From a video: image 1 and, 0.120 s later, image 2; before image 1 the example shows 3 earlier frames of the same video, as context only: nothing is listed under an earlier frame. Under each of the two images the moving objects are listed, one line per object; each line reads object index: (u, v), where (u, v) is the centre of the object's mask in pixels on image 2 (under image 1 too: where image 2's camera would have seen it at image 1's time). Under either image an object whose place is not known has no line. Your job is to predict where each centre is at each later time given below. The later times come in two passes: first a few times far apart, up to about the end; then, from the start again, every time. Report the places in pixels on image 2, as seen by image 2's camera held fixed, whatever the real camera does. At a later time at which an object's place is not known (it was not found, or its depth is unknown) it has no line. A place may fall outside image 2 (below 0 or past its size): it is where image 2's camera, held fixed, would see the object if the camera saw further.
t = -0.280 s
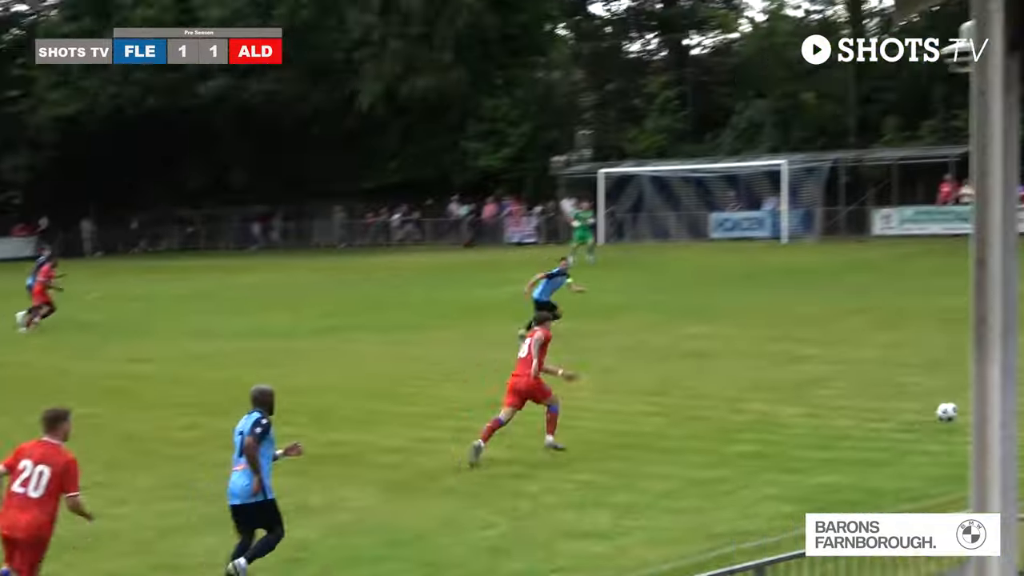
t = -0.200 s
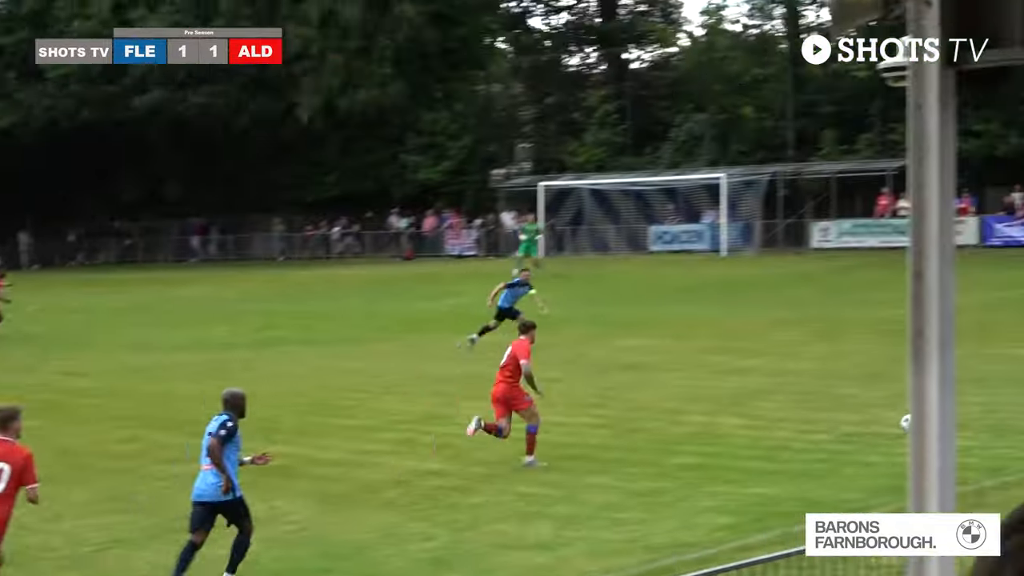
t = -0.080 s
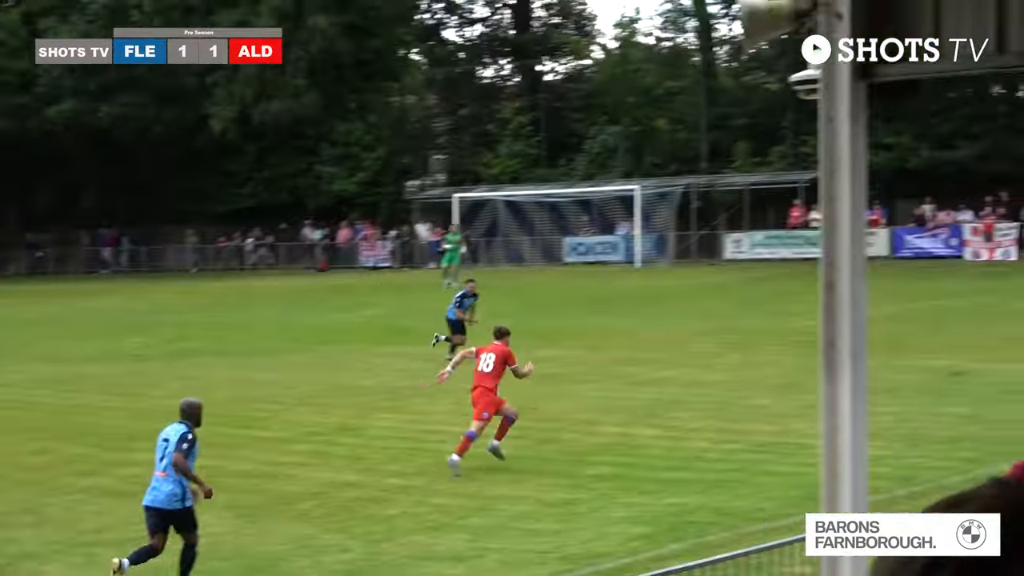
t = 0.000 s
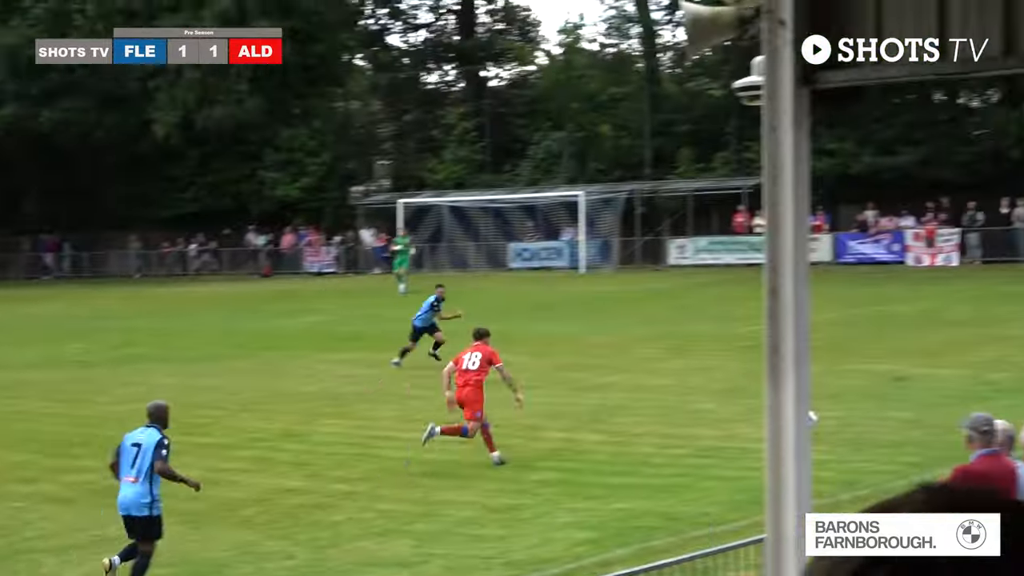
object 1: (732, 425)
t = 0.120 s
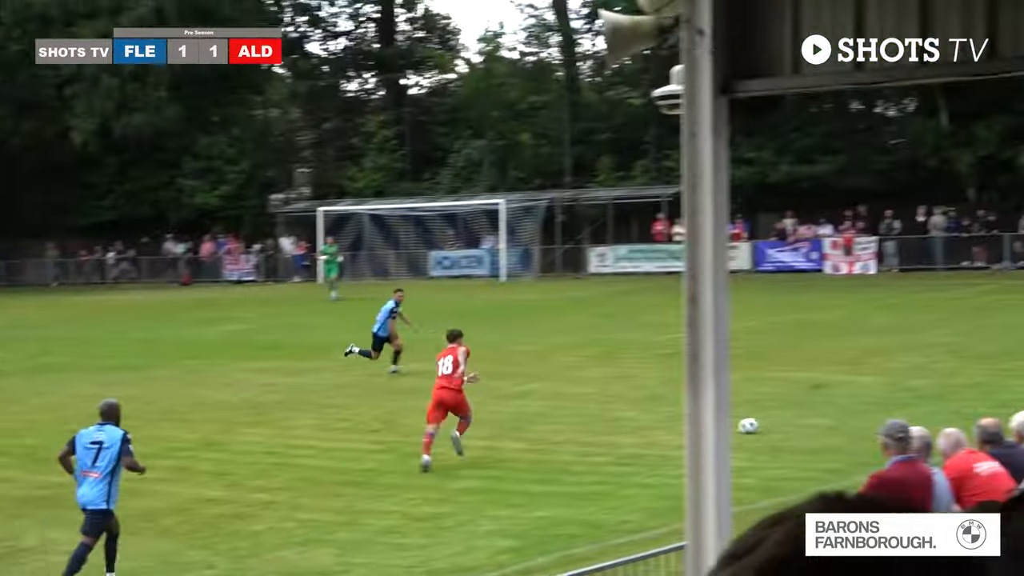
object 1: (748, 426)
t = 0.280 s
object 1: (770, 417)
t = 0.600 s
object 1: (800, 399)
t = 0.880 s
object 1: (826, 396)
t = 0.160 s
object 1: (754, 423)
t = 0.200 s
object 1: (759, 420)
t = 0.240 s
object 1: (764, 418)
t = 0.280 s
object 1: (770, 417)
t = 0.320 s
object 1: (774, 415)
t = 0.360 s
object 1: (778, 414)
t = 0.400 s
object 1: (782, 411)
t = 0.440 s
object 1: (785, 408)
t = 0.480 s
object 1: (788, 406)
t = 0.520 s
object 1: (791, 404)
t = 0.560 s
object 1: (796, 402)
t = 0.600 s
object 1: (800, 399)
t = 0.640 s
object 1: (804, 397)
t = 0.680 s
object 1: (808, 396)
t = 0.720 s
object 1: (812, 397)
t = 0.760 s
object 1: (816, 398)
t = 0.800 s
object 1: (819, 396)
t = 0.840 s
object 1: (823, 395)
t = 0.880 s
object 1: (826, 396)
